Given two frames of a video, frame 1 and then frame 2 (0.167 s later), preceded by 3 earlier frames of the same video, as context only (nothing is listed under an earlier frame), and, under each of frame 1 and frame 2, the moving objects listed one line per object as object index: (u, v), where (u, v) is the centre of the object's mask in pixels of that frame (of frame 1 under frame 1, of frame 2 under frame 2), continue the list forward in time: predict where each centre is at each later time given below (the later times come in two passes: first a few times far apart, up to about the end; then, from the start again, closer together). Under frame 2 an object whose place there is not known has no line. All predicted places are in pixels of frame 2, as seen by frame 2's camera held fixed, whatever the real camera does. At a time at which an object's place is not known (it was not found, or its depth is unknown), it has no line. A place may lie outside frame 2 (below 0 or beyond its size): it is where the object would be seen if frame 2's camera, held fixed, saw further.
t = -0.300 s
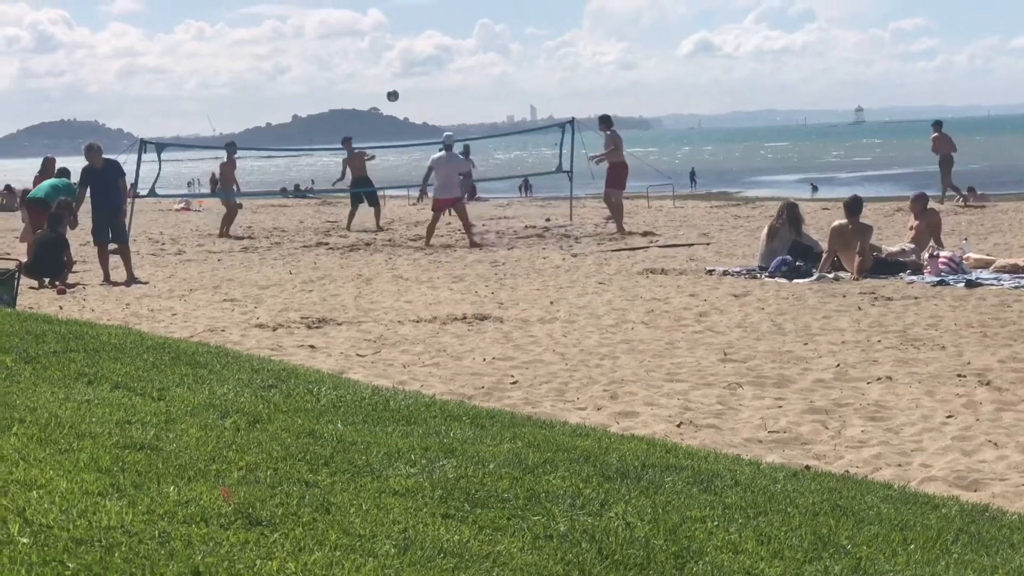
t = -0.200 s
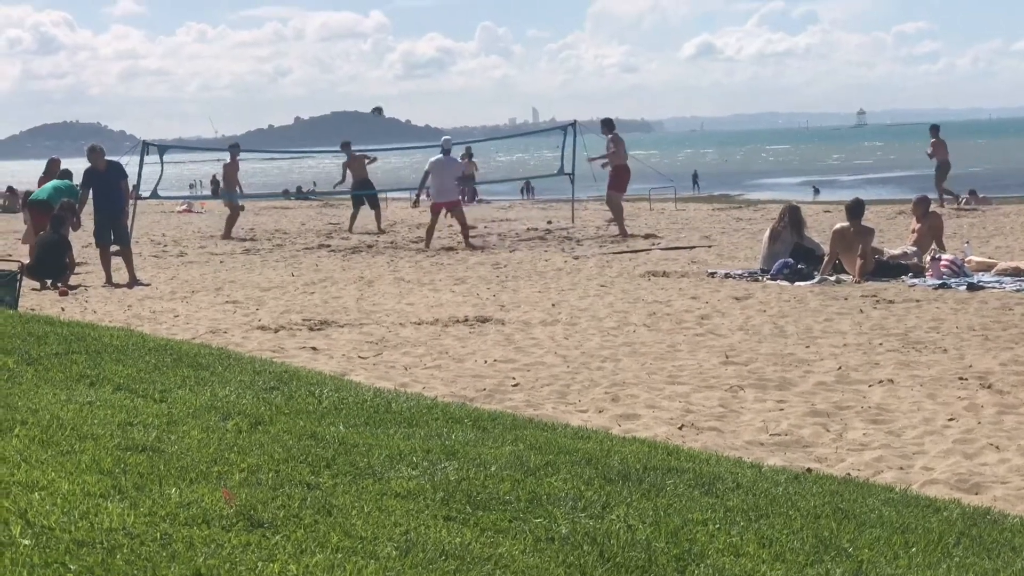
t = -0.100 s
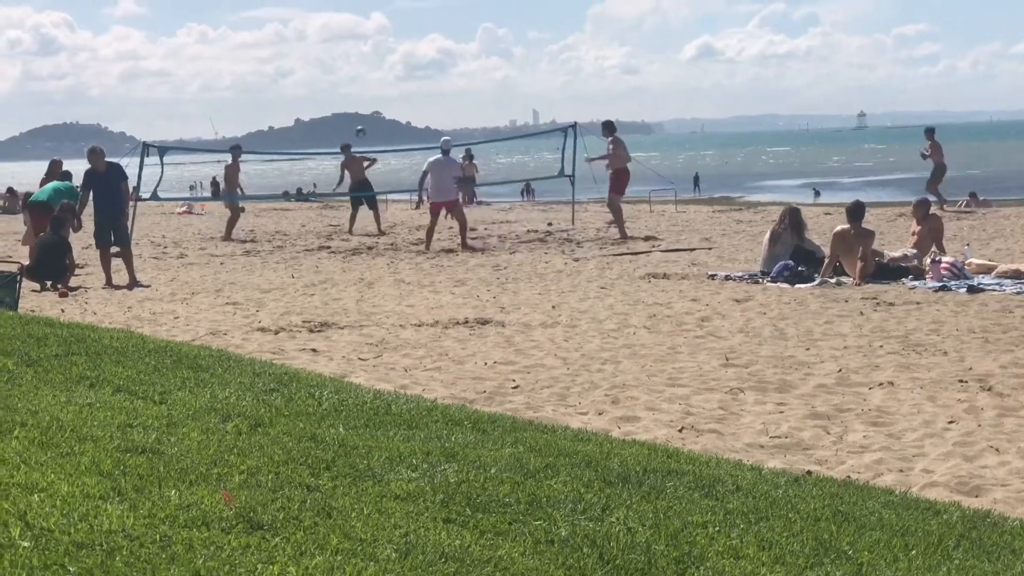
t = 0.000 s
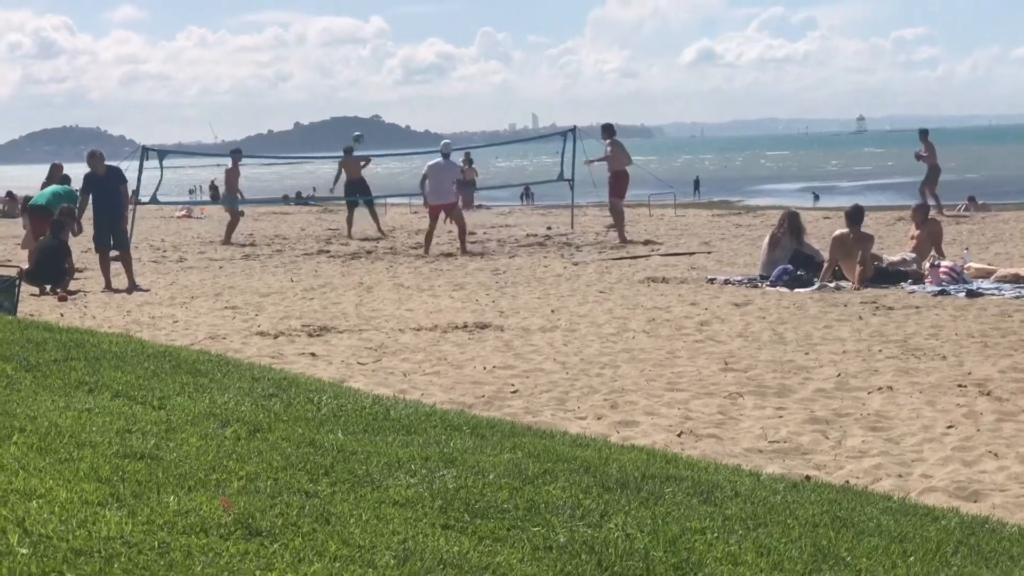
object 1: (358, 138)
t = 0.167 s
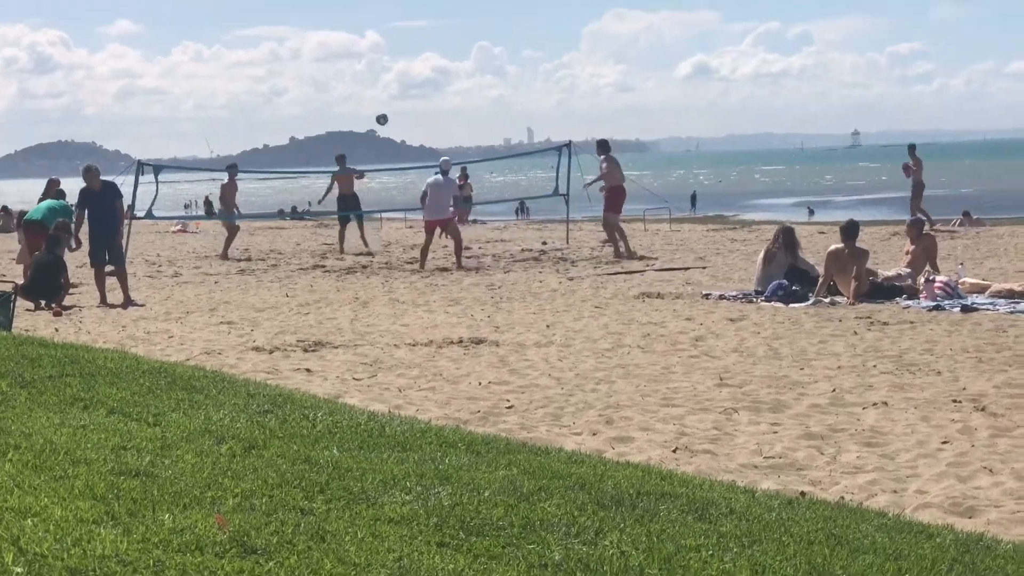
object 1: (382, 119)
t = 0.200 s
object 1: (388, 114)
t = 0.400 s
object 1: (424, 96)
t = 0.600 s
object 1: (463, 102)
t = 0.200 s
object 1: (388, 114)
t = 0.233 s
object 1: (394, 109)
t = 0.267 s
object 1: (400, 105)
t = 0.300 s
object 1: (406, 102)
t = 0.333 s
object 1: (412, 99)
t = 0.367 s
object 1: (418, 97)
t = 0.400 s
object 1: (424, 96)
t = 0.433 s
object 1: (431, 95)
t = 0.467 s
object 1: (437, 95)
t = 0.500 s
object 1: (444, 95)
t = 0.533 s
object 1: (450, 97)
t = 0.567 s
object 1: (456, 99)
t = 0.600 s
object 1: (463, 102)
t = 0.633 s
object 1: (470, 106)
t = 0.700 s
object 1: (485, 115)
